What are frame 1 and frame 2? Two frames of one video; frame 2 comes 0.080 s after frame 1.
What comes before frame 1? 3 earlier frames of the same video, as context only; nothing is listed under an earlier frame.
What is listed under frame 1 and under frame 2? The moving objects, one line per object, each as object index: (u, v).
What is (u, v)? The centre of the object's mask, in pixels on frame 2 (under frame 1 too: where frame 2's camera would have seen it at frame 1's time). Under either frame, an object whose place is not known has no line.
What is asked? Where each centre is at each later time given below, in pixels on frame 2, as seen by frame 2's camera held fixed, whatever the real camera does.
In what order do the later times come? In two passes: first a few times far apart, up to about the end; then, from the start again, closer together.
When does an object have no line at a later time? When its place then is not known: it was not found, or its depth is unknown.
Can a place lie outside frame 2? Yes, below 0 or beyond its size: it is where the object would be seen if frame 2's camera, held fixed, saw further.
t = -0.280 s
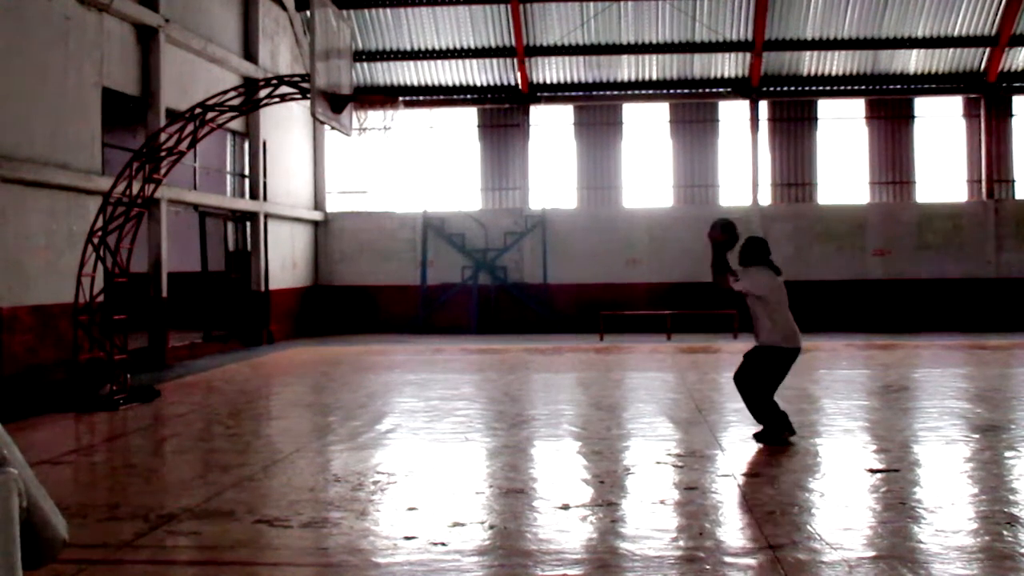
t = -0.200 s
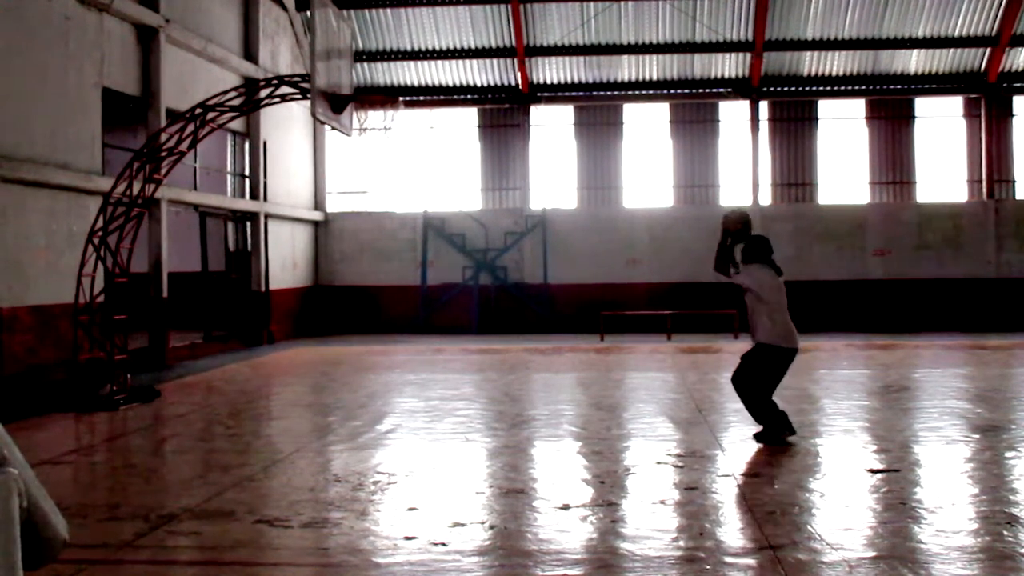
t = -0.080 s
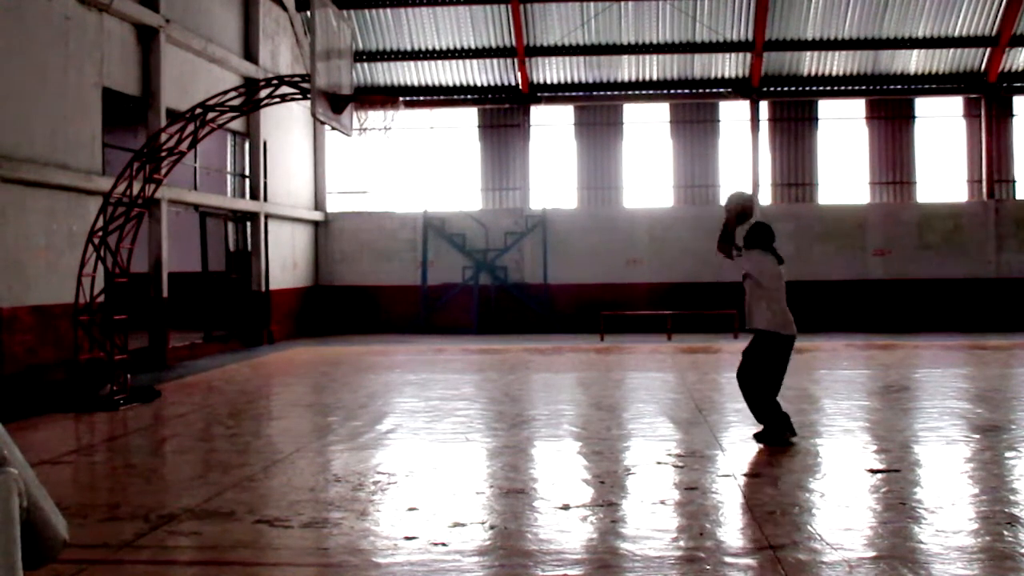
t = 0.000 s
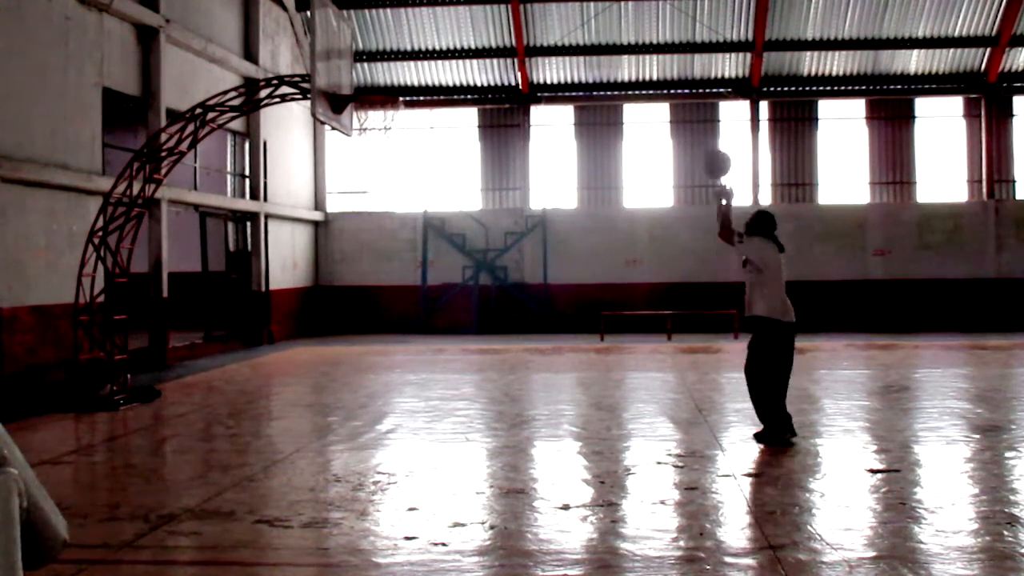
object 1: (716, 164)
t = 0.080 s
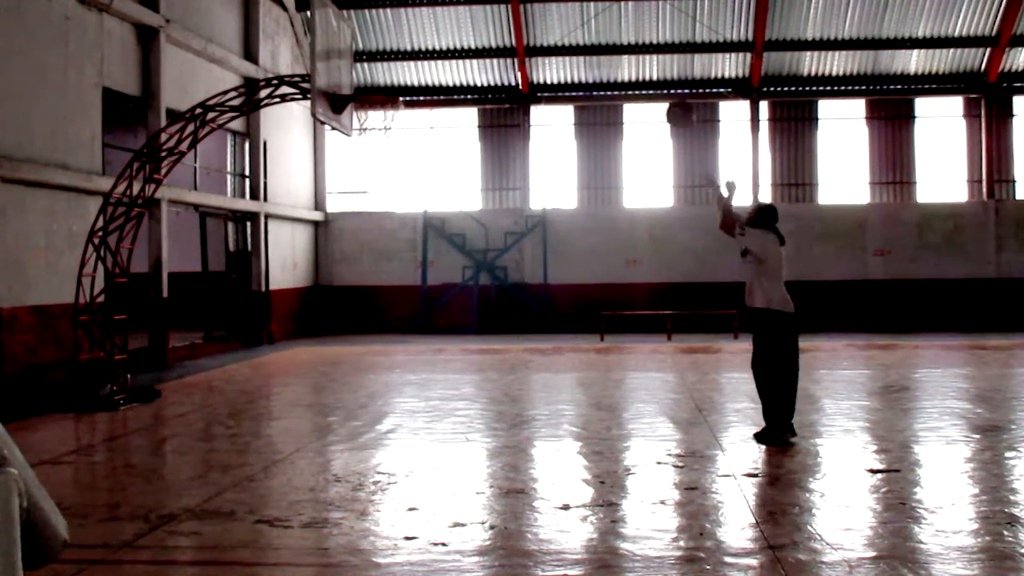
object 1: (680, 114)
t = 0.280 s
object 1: (593, 33)
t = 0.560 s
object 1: (489, 9)
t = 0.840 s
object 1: (401, 60)
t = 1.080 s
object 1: (354, 122)
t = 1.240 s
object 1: (357, 156)
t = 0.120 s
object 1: (661, 97)
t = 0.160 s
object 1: (643, 75)
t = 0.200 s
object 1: (626, 60)
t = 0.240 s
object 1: (610, 45)
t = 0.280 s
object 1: (593, 33)
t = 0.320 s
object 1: (577, 24)
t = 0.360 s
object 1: (561, 16)
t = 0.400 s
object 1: (546, 11)
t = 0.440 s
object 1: (531, 9)
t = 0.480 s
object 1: (517, 8)
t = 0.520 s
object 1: (502, 8)
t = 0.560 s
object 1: (489, 9)
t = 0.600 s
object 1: (476, 11)
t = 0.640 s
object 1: (463, 14)
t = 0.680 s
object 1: (450, 21)
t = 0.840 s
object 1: (401, 60)
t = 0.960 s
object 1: (366, 108)
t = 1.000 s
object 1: (359, 117)
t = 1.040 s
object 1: (356, 118)
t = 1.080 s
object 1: (354, 122)
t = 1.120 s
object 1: (351, 127)
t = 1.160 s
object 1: (353, 135)
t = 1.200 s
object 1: (355, 145)
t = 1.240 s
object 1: (357, 156)
